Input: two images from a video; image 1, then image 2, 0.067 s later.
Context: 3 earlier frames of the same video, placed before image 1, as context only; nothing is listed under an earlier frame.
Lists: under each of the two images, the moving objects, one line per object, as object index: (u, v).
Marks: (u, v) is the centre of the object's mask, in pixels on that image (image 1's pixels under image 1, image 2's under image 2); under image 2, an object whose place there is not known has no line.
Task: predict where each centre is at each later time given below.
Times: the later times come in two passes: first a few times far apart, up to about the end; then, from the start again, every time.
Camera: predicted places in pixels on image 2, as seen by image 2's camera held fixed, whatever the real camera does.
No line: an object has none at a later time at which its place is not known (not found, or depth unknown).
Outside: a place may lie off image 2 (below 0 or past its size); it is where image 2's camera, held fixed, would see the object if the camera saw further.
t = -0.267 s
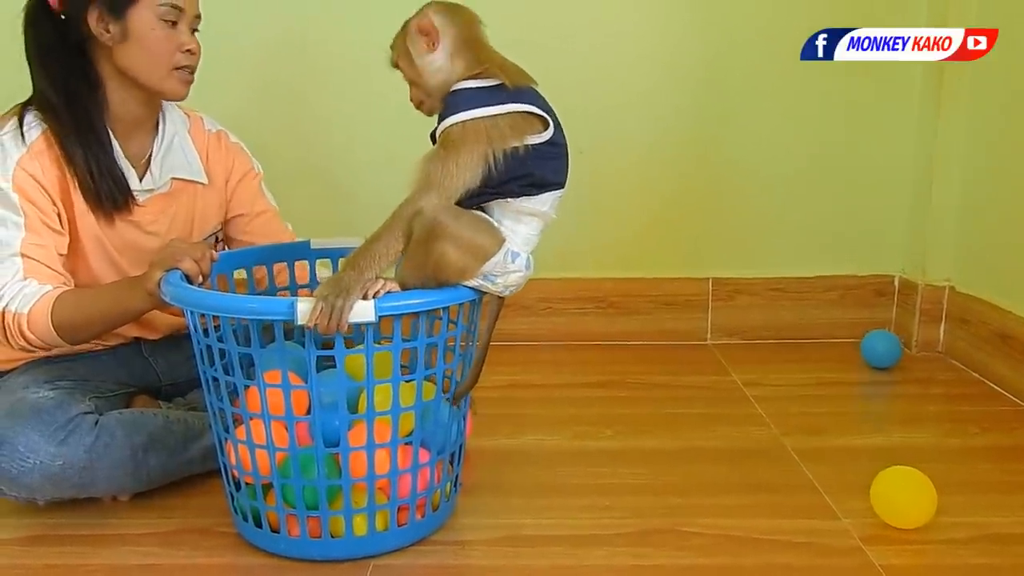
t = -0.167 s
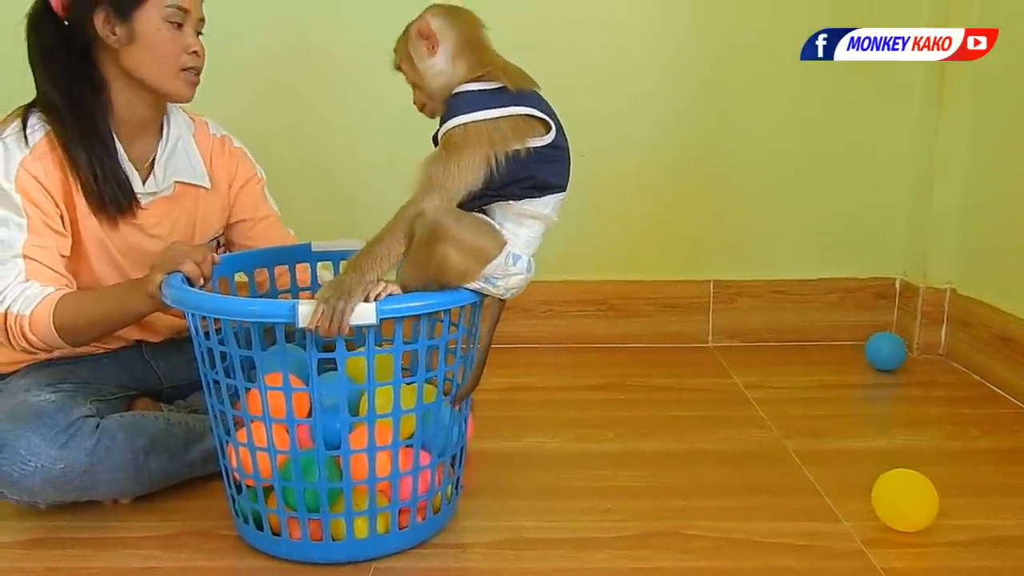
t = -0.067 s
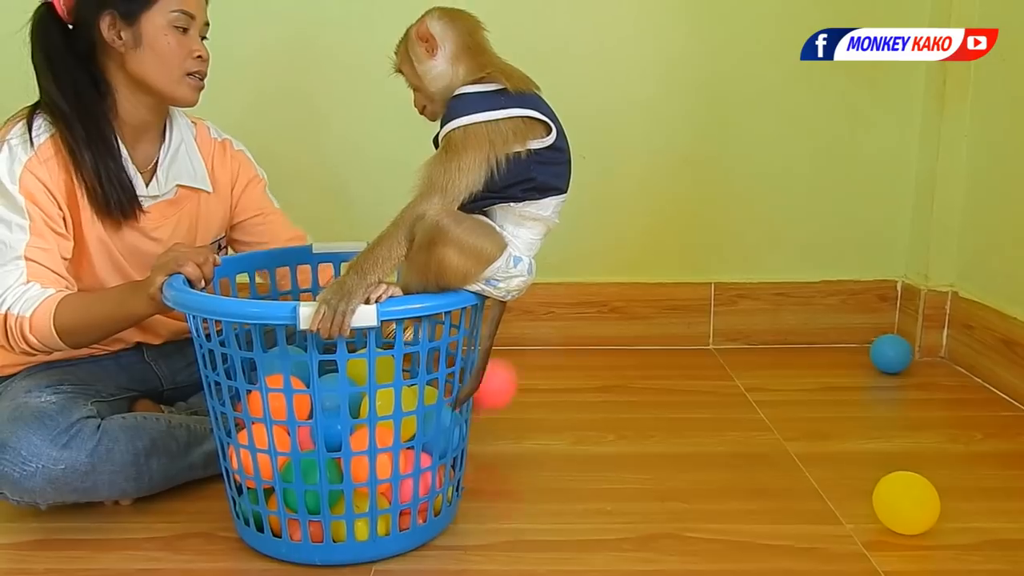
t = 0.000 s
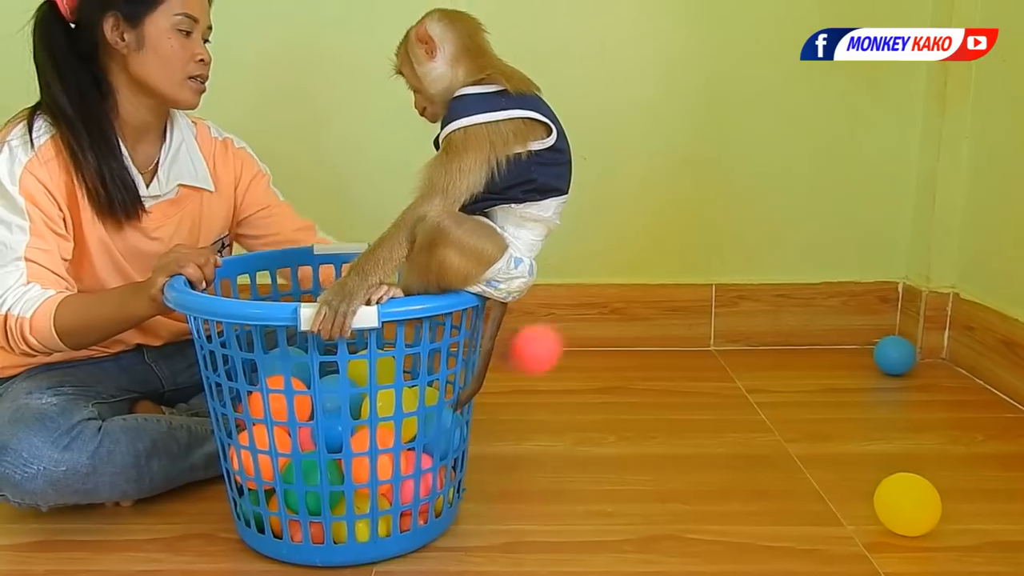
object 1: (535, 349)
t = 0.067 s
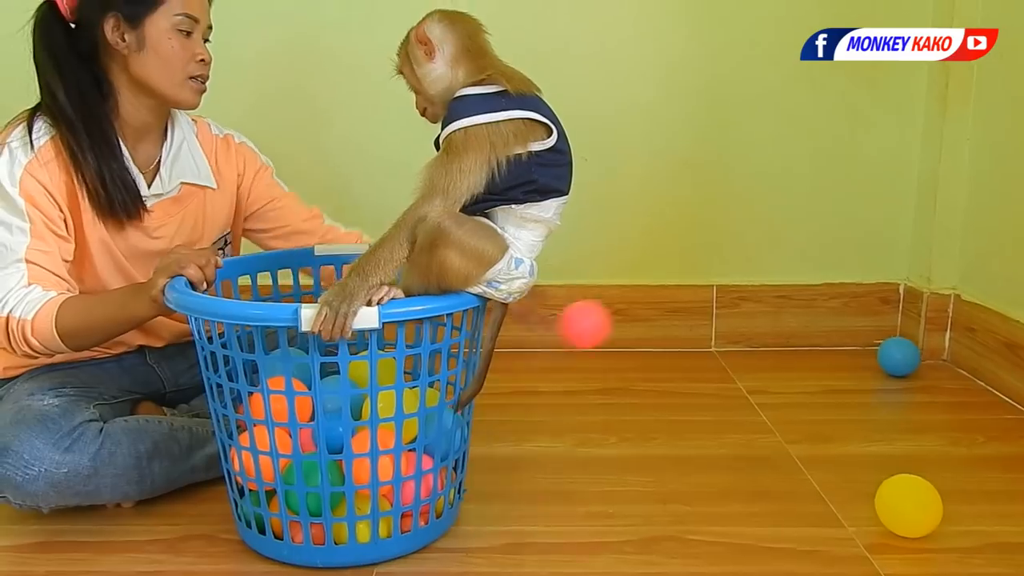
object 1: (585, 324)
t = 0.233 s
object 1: (695, 367)
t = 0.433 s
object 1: (768, 335)
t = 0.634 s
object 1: (827, 364)
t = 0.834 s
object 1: (874, 383)
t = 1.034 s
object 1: (938, 383)
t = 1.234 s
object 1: (988, 379)
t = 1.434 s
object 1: (987, 384)
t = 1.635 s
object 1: (983, 382)
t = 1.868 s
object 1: (989, 380)
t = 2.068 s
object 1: (986, 379)
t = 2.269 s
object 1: (988, 378)
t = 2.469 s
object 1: (989, 379)
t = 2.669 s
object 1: (990, 381)
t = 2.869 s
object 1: (992, 383)
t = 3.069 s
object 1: (993, 384)
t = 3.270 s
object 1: (993, 383)
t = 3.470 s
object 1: (991, 381)
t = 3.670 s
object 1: (989, 380)
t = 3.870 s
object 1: (989, 380)
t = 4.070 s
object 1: (990, 381)
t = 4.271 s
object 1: (990, 381)
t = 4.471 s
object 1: (990, 382)
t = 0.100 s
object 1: (608, 321)
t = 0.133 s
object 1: (630, 323)
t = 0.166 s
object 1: (653, 331)
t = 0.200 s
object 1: (675, 346)
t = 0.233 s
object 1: (695, 367)
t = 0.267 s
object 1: (714, 393)
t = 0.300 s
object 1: (727, 379)
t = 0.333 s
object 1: (739, 359)
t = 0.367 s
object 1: (749, 346)
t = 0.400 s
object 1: (758, 338)
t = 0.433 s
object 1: (768, 335)
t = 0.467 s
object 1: (777, 336)
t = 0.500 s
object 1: (787, 344)
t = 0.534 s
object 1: (797, 357)
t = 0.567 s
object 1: (807, 376)
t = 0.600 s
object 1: (816, 379)
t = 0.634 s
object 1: (827, 364)
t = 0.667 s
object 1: (837, 354)
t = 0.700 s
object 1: (845, 350)
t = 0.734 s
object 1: (853, 351)
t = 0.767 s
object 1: (860, 357)
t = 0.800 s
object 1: (867, 369)
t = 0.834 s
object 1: (874, 383)
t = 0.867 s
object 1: (885, 371)
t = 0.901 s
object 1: (896, 363)
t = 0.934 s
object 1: (907, 361)
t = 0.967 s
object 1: (918, 364)
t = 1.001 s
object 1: (928, 373)
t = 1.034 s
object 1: (938, 383)
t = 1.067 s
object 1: (948, 374)
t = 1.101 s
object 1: (957, 369)
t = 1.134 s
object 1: (965, 369)
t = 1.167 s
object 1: (973, 375)
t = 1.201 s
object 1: (980, 385)
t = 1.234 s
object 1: (988, 379)
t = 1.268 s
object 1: (994, 378)
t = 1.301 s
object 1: (995, 379)
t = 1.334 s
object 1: (991, 384)
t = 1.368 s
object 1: (989, 382)
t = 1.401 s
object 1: (988, 381)
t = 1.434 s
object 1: (987, 384)
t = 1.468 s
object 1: (985, 382)
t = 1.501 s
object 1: (984, 383)
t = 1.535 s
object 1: (983, 382)
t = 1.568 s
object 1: (983, 383)
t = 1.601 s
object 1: (983, 382)
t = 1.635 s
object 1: (983, 382)
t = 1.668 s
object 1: (983, 382)
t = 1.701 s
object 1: (984, 382)
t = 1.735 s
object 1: (985, 381)
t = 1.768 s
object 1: (986, 381)
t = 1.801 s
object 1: (988, 381)
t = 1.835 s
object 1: (990, 380)
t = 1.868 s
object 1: (989, 380)
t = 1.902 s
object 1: (988, 380)
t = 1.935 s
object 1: (986, 379)
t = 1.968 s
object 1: (986, 379)
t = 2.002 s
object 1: (986, 379)
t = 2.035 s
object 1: (986, 379)
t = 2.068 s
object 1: (986, 379)
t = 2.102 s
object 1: (987, 379)
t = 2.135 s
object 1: (988, 379)
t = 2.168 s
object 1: (988, 378)
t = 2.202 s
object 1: (988, 379)
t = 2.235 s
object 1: (988, 379)
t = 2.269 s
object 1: (988, 378)
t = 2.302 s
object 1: (988, 379)
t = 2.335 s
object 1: (988, 379)
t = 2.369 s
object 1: (989, 379)
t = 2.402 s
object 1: (988, 379)
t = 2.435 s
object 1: (989, 379)
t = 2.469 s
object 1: (989, 379)
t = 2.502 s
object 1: (989, 379)
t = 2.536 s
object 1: (989, 380)
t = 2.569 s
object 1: (989, 380)
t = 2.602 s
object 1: (990, 380)
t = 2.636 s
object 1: (990, 381)
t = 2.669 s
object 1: (990, 381)
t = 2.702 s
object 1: (990, 381)
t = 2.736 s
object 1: (991, 382)
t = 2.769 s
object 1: (991, 382)
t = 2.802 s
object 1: (991, 382)
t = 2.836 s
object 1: (992, 383)
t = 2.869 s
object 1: (992, 383)
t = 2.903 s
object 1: (992, 383)
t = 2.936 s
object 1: (993, 383)
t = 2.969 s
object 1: (993, 383)
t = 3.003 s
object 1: (993, 384)
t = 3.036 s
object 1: (993, 384)
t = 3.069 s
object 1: (993, 384)
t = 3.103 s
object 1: (993, 384)
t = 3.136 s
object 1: (993, 384)
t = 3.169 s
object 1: (993, 384)
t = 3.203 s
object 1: (993, 384)
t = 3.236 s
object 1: (993, 383)
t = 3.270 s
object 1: (993, 383)
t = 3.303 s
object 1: (993, 383)
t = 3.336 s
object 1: (992, 382)
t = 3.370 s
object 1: (992, 382)
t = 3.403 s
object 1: (992, 382)
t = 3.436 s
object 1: (991, 382)
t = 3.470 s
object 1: (991, 381)
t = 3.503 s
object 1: (991, 381)
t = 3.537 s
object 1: (990, 381)
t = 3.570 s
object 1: (990, 380)
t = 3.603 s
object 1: (990, 380)
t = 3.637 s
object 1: (989, 380)
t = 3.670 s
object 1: (989, 380)
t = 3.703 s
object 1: (989, 380)
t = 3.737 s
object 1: (989, 379)
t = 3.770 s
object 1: (989, 379)
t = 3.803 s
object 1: (989, 379)
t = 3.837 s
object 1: (989, 380)
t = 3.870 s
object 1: (989, 380)
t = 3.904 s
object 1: (989, 380)
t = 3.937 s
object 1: (989, 380)
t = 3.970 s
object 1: (989, 380)
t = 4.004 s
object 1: (990, 380)
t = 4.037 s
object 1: (990, 380)
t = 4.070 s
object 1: (990, 381)
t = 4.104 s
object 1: (990, 381)
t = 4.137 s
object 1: (990, 381)
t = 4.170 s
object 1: (990, 381)
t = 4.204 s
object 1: (990, 381)
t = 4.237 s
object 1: (990, 382)
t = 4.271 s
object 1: (990, 381)
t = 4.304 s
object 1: (990, 382)
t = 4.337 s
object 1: (990, 382)
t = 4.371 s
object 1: (990, 382)
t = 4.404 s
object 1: (990, 382)
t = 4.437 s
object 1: (990, 382)
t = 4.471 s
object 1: (990, 382)
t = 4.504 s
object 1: (990, 382)
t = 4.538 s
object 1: (990, 382)
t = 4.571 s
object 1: (990, 382)
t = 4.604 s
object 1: (990, 382)
